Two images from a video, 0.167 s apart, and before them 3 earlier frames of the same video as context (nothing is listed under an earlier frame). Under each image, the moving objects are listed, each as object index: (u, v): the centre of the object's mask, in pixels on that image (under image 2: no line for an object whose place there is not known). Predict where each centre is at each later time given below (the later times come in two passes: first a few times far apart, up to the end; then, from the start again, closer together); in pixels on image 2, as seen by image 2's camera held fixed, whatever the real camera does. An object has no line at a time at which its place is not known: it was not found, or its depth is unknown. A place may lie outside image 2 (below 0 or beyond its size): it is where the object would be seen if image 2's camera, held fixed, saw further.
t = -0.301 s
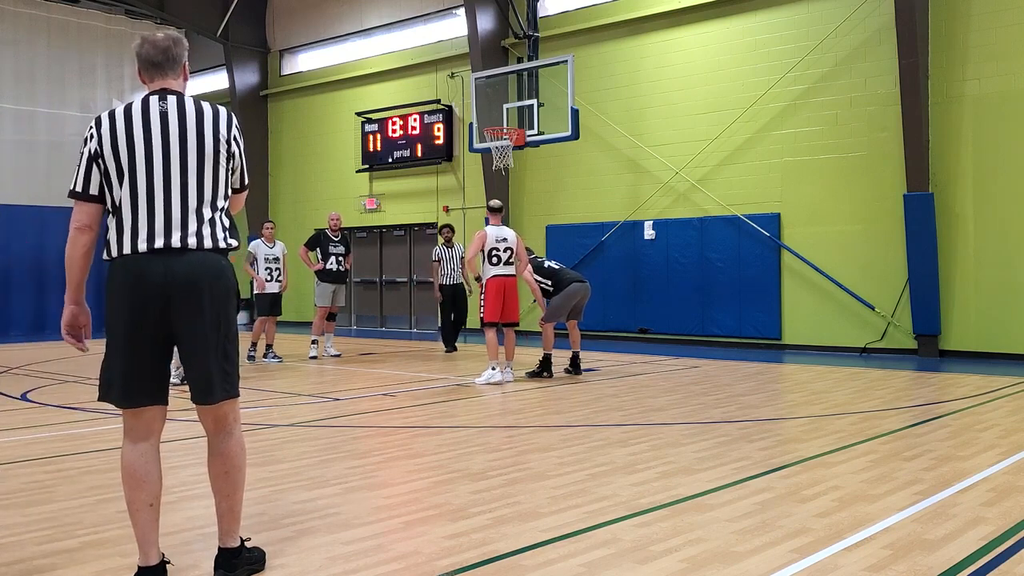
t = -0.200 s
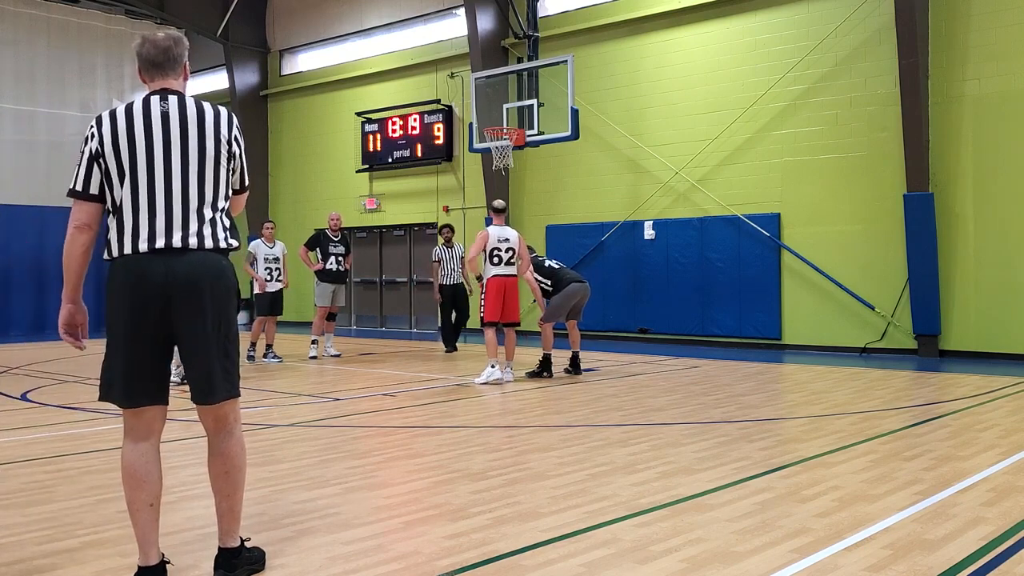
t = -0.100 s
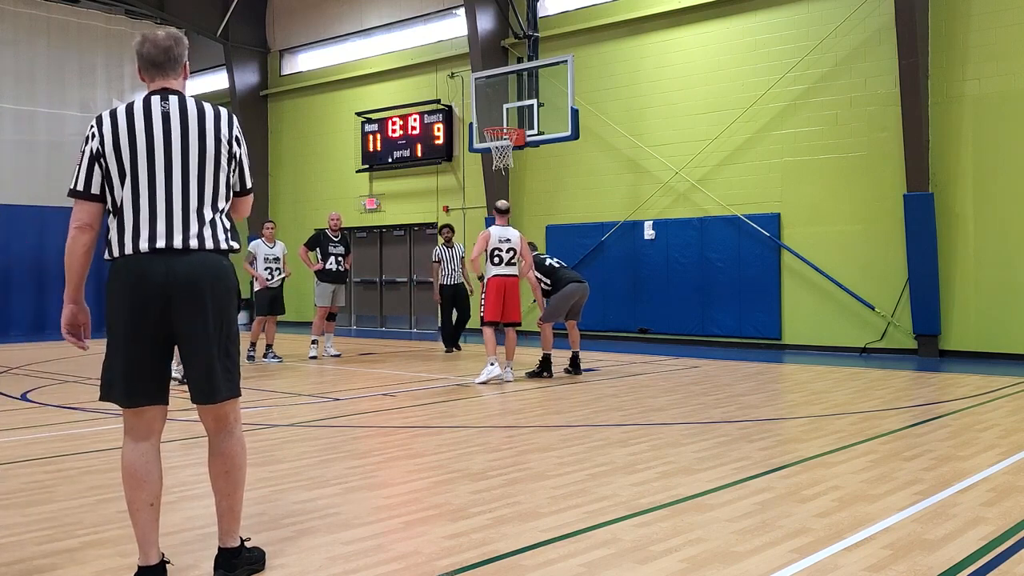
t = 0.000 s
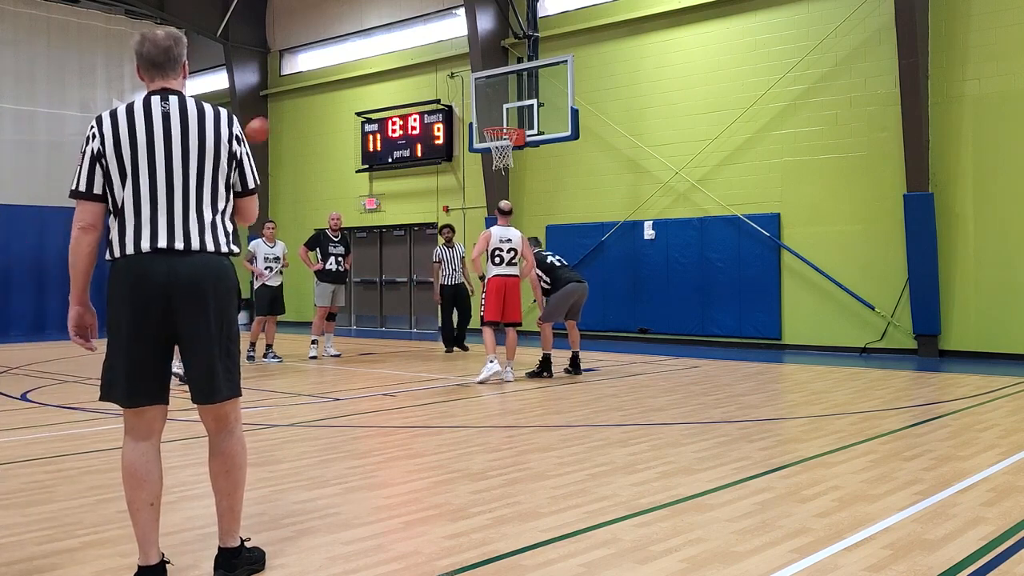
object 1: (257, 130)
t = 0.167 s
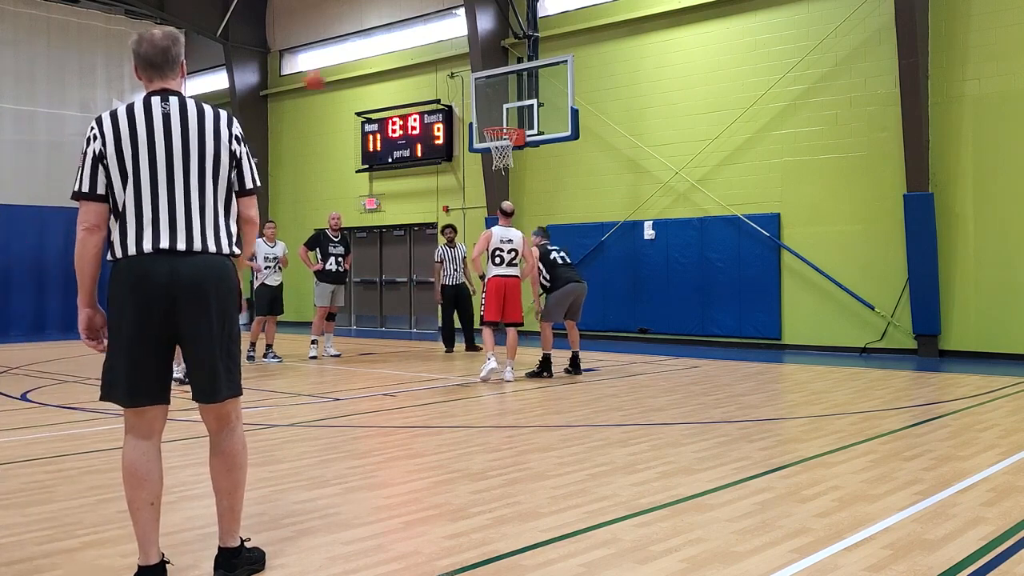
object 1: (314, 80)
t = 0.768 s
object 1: (482, 100)
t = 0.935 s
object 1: (505, 105)
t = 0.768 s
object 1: (482, 100)
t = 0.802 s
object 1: (490, 109)
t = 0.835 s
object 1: (497, 119)
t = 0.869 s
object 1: (500, 115)
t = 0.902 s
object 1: (503, 110)
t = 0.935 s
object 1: (505, 105)
